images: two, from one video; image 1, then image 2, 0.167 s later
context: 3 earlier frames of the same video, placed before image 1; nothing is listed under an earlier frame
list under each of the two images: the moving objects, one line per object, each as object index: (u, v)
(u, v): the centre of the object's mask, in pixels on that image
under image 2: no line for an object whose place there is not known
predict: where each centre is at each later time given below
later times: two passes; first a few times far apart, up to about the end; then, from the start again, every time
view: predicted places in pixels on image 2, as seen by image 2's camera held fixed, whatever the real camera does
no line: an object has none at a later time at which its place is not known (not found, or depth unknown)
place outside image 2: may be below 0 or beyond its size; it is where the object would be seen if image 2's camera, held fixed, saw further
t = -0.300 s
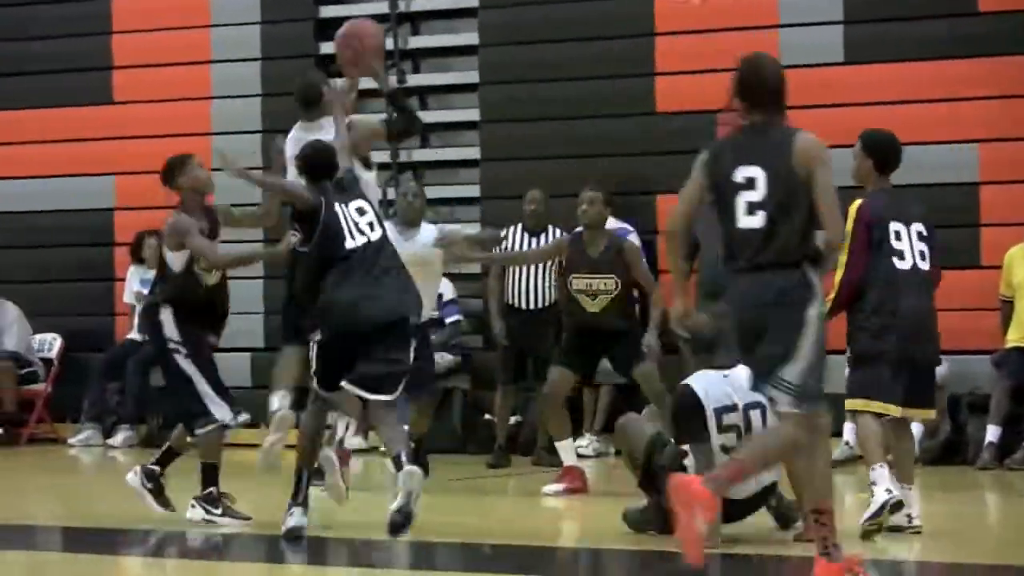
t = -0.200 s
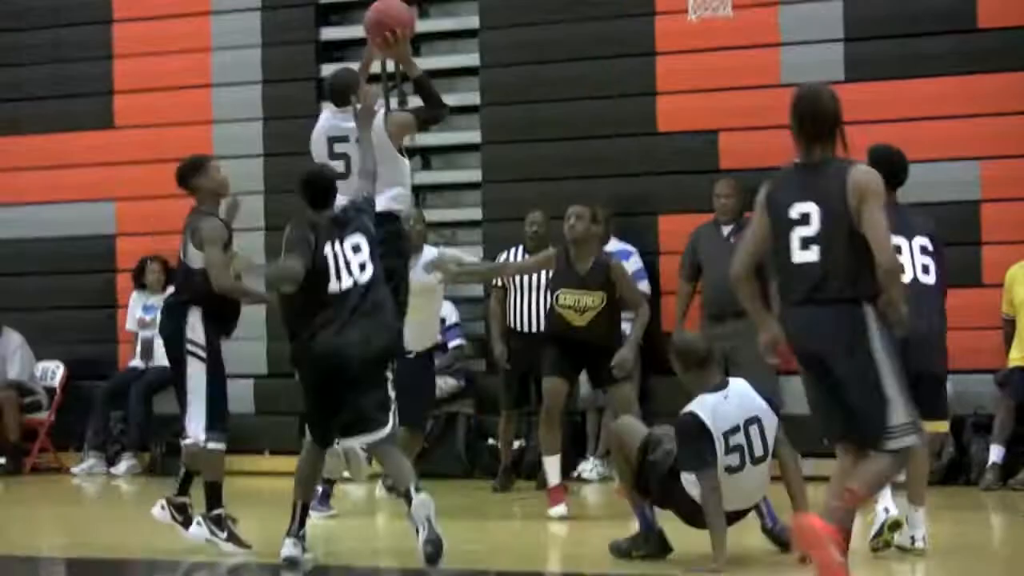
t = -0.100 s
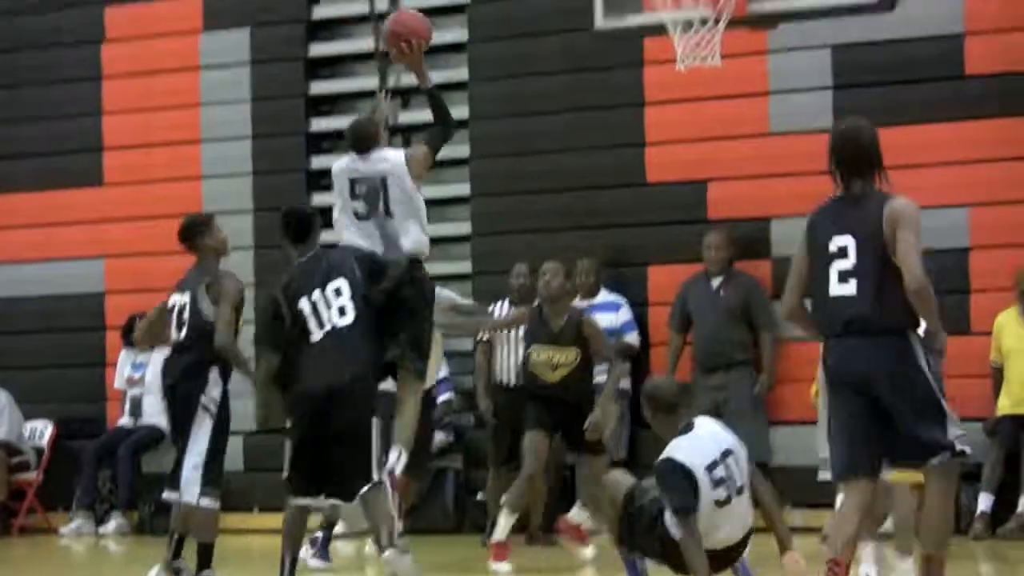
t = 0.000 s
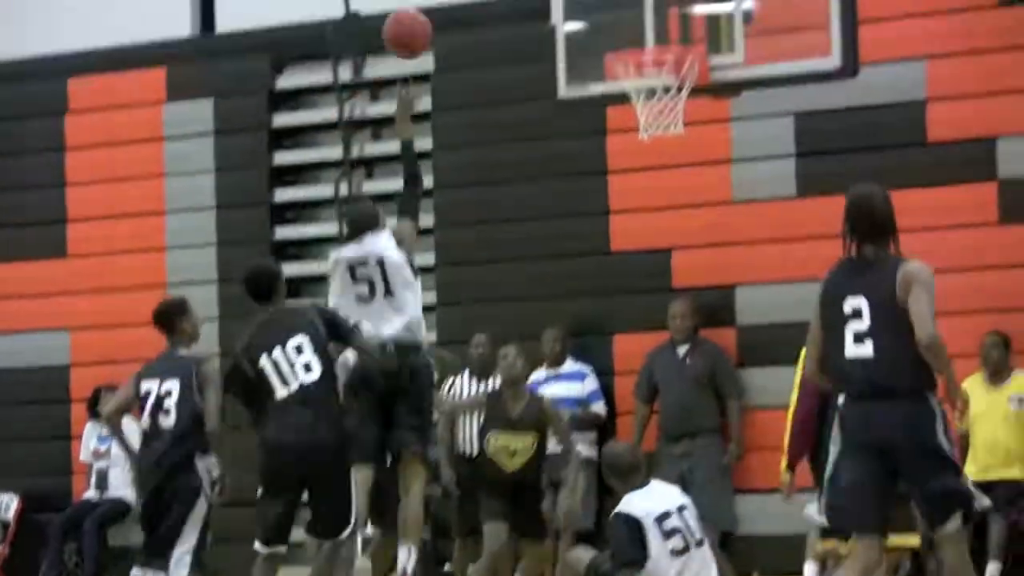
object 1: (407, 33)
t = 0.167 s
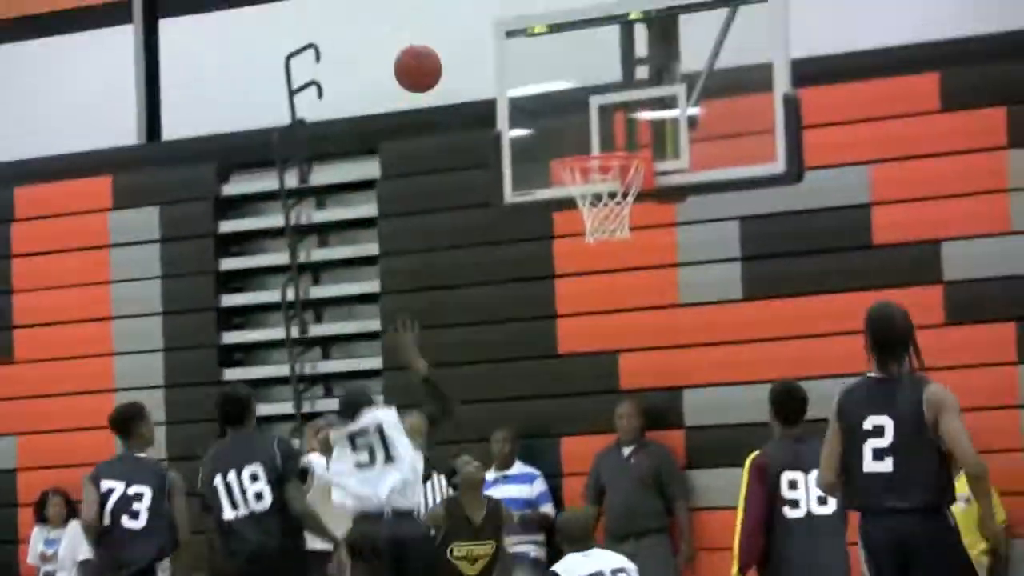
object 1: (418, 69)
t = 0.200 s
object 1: (429, 61)
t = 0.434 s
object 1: (512, 71)
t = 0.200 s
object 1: (429, 61)
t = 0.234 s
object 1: (440, 57)
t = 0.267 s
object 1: (452, 55)
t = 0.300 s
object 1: (464, 54)
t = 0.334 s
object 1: (476, 55)
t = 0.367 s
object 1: (488, 59)
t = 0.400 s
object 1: (500, 65)
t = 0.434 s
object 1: (512, 71)
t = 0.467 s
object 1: (524, 80)
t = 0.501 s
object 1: (536, 92)
